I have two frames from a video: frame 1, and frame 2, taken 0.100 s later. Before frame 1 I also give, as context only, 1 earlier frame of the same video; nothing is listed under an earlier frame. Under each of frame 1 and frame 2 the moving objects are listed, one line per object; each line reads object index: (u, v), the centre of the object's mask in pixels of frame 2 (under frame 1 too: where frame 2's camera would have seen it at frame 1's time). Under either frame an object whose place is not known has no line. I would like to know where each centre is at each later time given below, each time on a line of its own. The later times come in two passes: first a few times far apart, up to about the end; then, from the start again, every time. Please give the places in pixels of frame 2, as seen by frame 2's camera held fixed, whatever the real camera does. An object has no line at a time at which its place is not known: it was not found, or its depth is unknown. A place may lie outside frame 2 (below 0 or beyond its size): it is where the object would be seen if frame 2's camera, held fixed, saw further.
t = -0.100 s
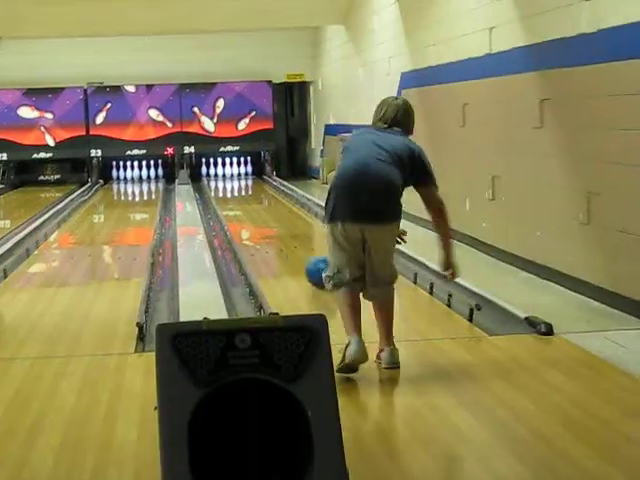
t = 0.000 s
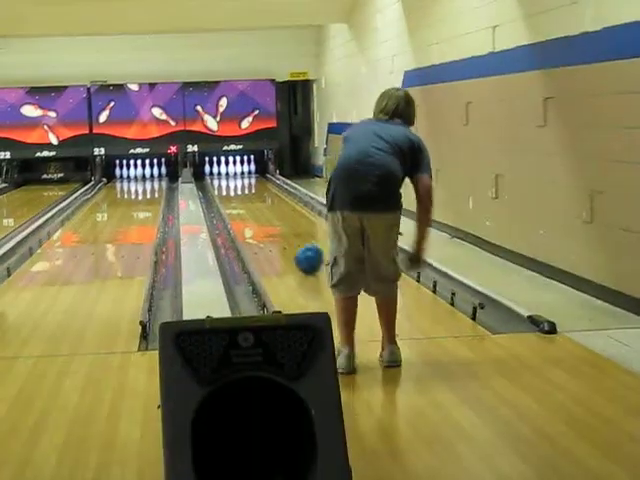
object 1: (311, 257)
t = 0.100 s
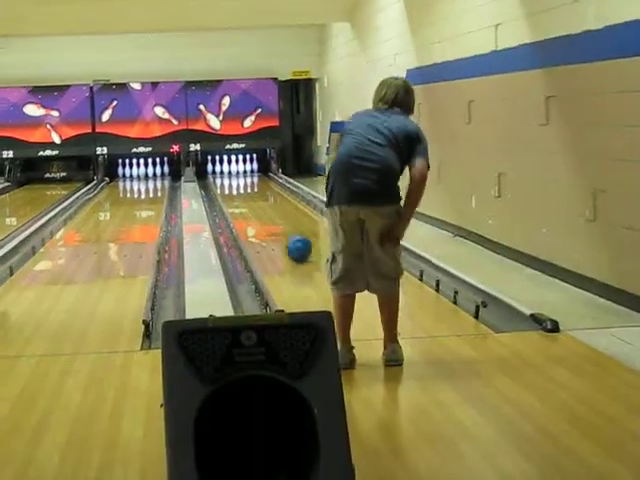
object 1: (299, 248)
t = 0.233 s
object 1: (284, 237)
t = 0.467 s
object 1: (264, 222)
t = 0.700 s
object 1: (248, 210)
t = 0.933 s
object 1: (237, 201)
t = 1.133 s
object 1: (229, 194)
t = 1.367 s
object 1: (224, 189)
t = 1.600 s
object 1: (222, 182)
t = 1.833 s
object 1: (221, 178)
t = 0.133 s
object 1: (295, 245)
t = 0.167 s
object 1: (291, 242)
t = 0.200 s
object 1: (287, 240)
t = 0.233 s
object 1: (284, 237)
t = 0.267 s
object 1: (281, 234)
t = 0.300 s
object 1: (277, 232)
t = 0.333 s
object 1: (274, 230)
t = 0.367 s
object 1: (272, 227)
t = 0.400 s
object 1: (269, 226)
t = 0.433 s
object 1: (267, 224)
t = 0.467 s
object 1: (264, 222)
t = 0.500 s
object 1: (262, 221)
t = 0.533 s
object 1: (259, 218)
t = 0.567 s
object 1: (256, 216)
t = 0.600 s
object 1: (253, 214)
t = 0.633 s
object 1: (252, 213)
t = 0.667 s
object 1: (250, 211)
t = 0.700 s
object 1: (248, 210)
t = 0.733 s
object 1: (246, 208)
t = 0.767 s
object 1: (244, 207)
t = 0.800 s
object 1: (243, 205)
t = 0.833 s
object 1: (242, 205)
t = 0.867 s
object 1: (240, 203)
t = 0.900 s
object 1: (239, 202)
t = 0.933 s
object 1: (237, 201)
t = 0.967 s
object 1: (235, 200)
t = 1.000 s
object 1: (234, 199)
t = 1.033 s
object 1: (233, 198)
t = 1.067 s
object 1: (232, 197)
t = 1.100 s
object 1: (231, 196)
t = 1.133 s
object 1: (229, 194)
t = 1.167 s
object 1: (227, 194)
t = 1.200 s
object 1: (226, 192)
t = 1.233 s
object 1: (225, 192)
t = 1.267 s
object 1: (225, 191)
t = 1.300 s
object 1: (225, 190)
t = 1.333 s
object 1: (225, 190)
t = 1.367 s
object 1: (224, 189)
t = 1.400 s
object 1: (224, 189)
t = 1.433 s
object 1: (223, 187)
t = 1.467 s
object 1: (224, 186)
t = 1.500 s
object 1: (223, 186)
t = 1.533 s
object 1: (223, 184)
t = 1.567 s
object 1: (222, 183)
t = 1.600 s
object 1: (222, 182)
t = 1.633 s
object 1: (222, 182)
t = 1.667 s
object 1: (222, 182)
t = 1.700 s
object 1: (222, 182)
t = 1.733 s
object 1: (222, 180)
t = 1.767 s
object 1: (221, 180)
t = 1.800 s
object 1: (221, 179)
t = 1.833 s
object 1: (221, 178)
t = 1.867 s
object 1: (221, 178)
